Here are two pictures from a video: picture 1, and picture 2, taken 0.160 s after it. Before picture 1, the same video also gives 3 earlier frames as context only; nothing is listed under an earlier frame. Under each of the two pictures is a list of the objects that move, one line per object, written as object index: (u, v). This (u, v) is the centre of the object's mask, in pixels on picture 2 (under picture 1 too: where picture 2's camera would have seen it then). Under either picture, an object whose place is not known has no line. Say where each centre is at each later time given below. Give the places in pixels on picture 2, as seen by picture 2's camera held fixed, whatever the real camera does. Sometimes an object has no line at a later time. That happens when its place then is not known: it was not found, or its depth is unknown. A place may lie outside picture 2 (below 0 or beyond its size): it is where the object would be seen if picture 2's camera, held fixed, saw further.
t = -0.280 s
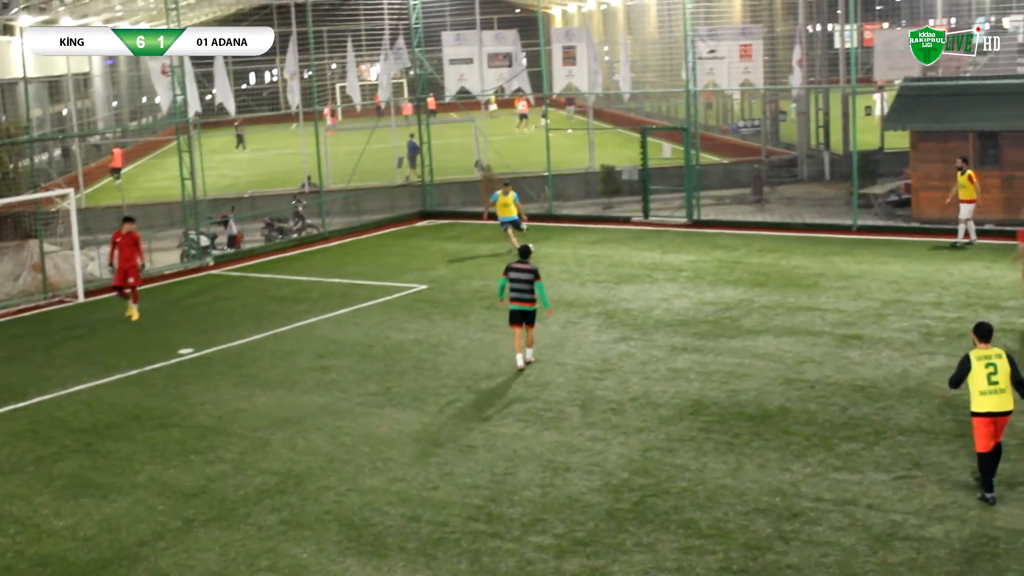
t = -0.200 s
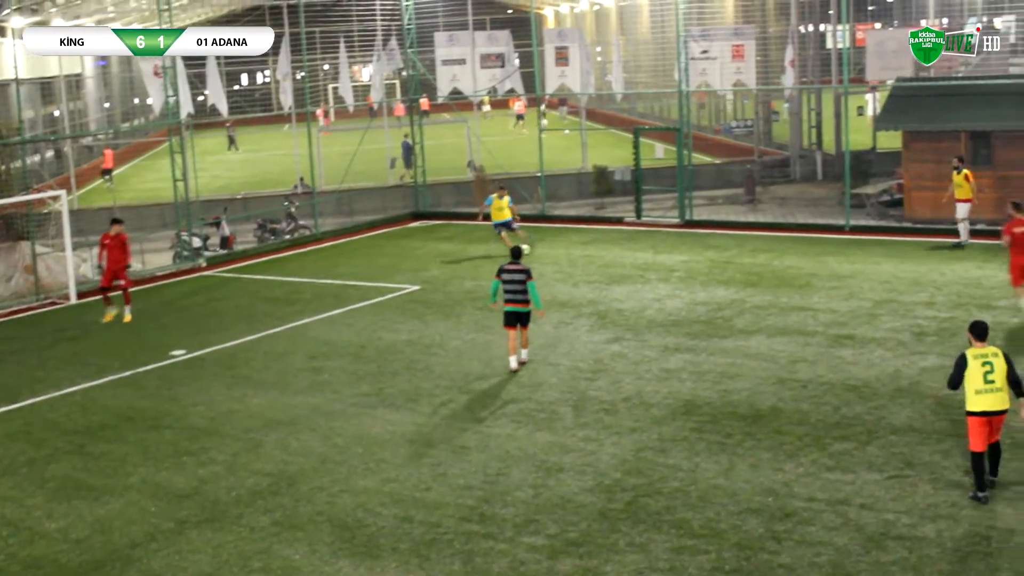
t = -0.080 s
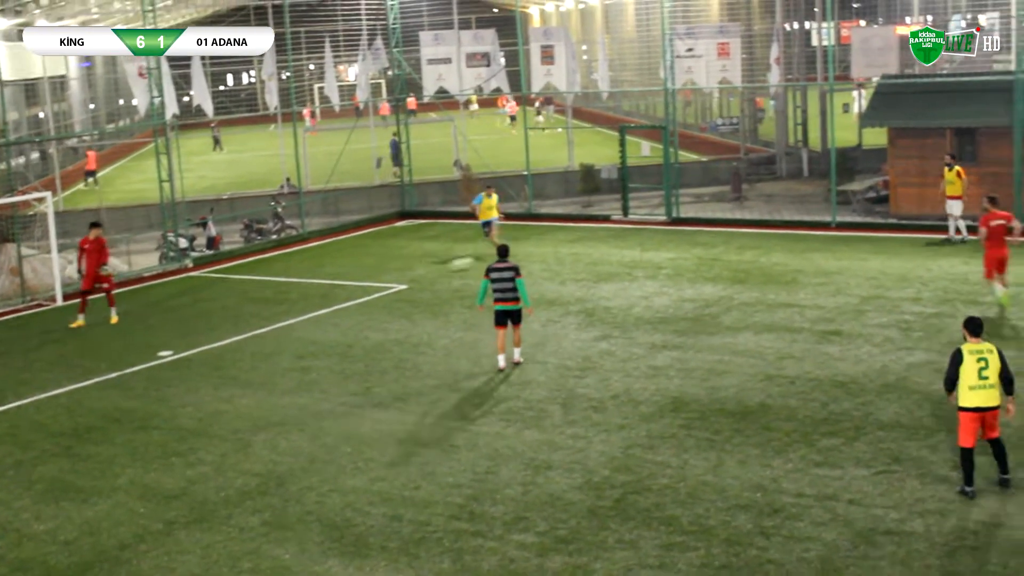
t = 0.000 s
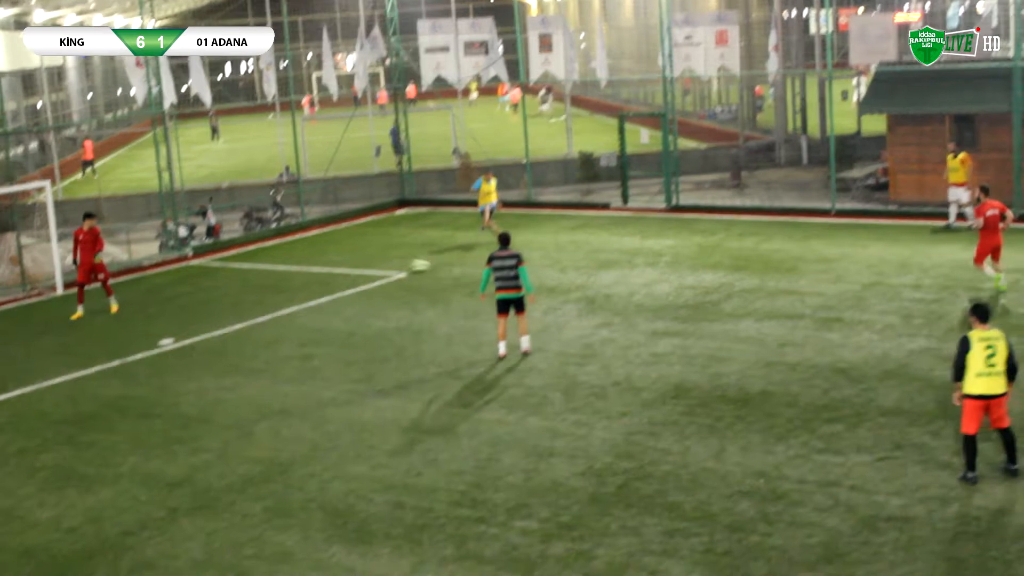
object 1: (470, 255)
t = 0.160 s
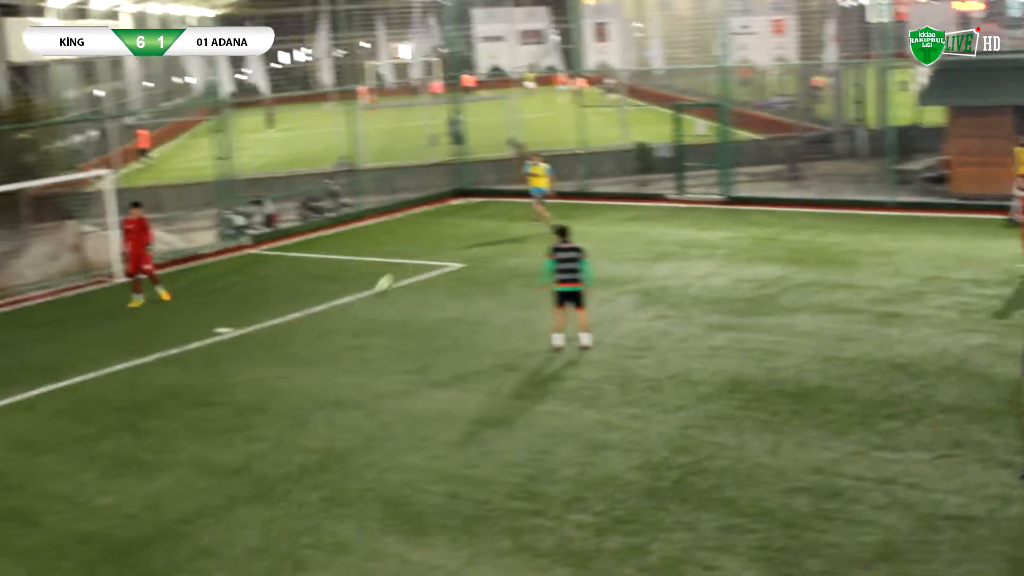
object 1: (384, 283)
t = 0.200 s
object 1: (360, 289)
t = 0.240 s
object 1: (336, 295)
